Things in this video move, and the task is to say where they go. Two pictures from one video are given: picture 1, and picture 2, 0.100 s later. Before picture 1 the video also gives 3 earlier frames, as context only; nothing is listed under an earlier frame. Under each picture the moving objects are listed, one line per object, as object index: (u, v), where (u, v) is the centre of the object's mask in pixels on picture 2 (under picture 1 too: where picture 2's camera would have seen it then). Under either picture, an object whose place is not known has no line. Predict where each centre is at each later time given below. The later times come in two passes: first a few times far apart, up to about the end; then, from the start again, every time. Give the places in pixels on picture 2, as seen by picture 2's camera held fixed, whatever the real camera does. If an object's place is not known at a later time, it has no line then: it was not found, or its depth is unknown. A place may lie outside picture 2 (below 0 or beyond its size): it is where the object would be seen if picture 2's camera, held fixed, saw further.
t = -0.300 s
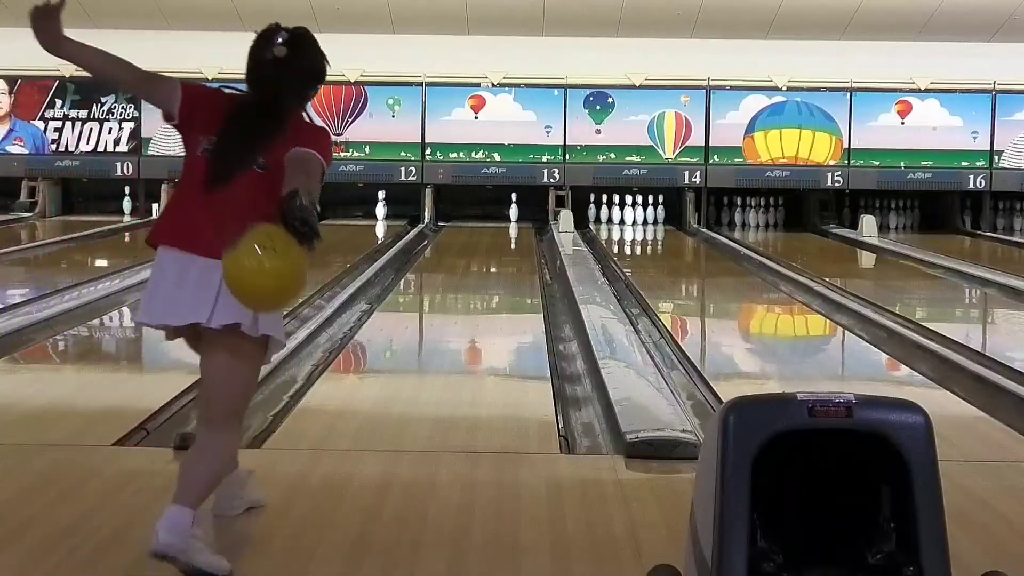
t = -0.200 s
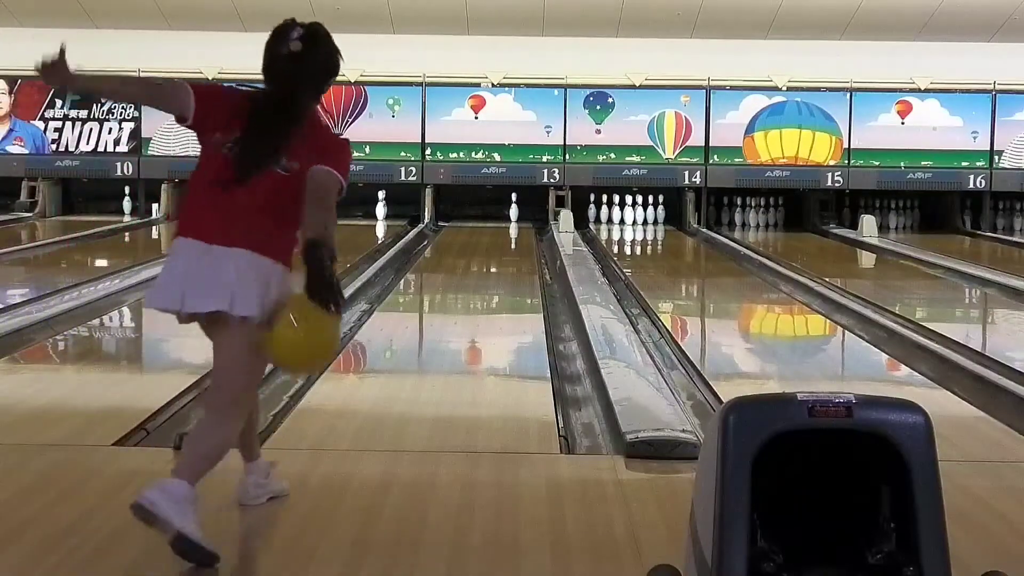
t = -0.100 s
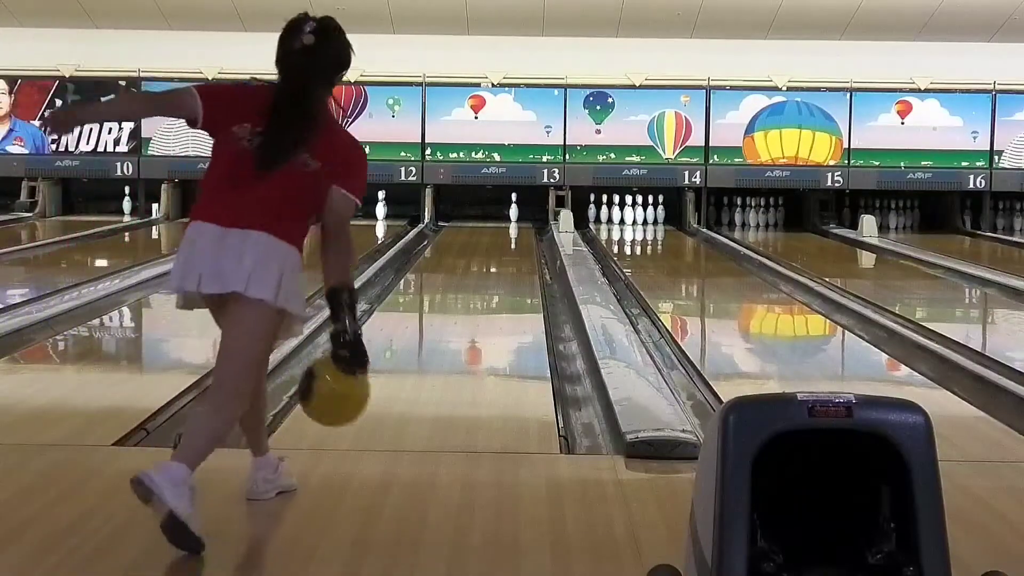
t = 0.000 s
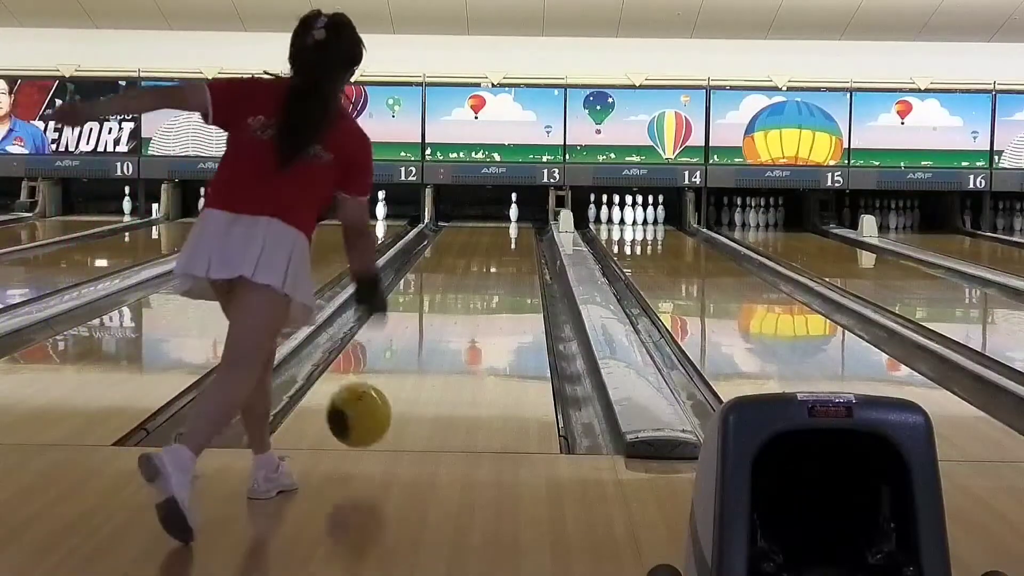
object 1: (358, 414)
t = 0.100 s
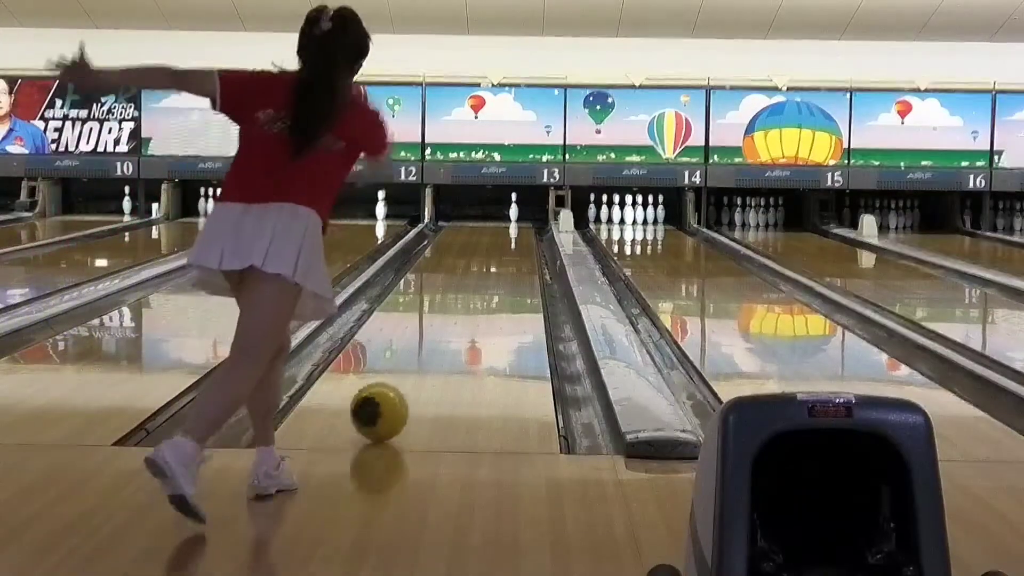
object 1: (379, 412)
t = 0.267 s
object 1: (406, 376)
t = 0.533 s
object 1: (437, 335)
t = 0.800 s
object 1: (458, 306)
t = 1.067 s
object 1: (472, 284)
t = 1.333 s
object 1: (484, 267)
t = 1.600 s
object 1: (493, 255)
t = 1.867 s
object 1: (499, 244)
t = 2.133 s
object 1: (504, 236)
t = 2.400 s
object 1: (508, 228)
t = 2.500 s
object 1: (510, 226)
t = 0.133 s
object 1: (385, 404)
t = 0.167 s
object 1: (391, 396)
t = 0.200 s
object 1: (396, 389)
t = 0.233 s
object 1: (402, 382)
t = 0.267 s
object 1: (406, 376)
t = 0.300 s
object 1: (411, 370)
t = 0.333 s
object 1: (415, 365)
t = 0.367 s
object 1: (419, 359)
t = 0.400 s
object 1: (423, 353)
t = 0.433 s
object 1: (426, 348)
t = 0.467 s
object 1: (430, 344)
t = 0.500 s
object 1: (433, 339)
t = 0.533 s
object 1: (437, 335)
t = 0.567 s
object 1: (440, 331)
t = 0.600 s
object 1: (442, 327)
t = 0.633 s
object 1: (445, 323)
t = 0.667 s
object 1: (448, 319)
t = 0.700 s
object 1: (450, 316)
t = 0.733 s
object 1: (453, 313)
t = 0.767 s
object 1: (456, 309)
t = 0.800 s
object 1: (458, 306)
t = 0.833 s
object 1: (460, 303)
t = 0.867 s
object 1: (462, 300)
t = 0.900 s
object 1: (464, 297)
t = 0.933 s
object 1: (466, 294)
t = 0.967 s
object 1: (468, 292)
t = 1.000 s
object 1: (469, 290)
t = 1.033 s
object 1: (471, 287)
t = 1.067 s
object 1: (472, 284)
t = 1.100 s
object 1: (474, 282)
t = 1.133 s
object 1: (476, 280)
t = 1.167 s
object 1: (478, 278)
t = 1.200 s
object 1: (479, 276)
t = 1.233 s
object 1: (481, 273)
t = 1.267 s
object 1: (482, 271)
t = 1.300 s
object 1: (483, 270)
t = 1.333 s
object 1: (484, 267)
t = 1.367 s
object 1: (485, 266)
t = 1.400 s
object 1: (486, 264)
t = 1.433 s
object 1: (487, 263)
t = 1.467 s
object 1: (488, 261)
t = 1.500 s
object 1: (489, 260)
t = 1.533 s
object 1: (490, 258)
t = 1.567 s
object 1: (492, 256)
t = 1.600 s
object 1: (493, 255)
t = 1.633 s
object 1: (493, 253)
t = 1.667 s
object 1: (494, 252)
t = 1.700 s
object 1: (495, 251)
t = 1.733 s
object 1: (496, 249)
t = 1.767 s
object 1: (497, 248)
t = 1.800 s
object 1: (497, 247)
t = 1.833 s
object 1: (498, 245)
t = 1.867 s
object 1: (499, 244)
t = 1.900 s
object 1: (500, 243)
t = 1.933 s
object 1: (500, 242)
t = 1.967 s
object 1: (501, 240)
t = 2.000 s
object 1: (501, 239)
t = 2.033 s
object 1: (502, 238)
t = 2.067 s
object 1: (503, 237)
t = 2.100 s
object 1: (503, 236)
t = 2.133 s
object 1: (504, 236)
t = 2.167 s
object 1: (505, 235)
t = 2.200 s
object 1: (506, 234)
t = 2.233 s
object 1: (506, 232)
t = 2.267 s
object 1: (507, 231)
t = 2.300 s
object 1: (507, 230)
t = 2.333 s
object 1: (508, 229)
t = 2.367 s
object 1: (508, 229)
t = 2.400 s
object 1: (508, 228)
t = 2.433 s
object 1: (508, 227)
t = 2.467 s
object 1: (509, 226)
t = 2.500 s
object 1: (510, 226)
